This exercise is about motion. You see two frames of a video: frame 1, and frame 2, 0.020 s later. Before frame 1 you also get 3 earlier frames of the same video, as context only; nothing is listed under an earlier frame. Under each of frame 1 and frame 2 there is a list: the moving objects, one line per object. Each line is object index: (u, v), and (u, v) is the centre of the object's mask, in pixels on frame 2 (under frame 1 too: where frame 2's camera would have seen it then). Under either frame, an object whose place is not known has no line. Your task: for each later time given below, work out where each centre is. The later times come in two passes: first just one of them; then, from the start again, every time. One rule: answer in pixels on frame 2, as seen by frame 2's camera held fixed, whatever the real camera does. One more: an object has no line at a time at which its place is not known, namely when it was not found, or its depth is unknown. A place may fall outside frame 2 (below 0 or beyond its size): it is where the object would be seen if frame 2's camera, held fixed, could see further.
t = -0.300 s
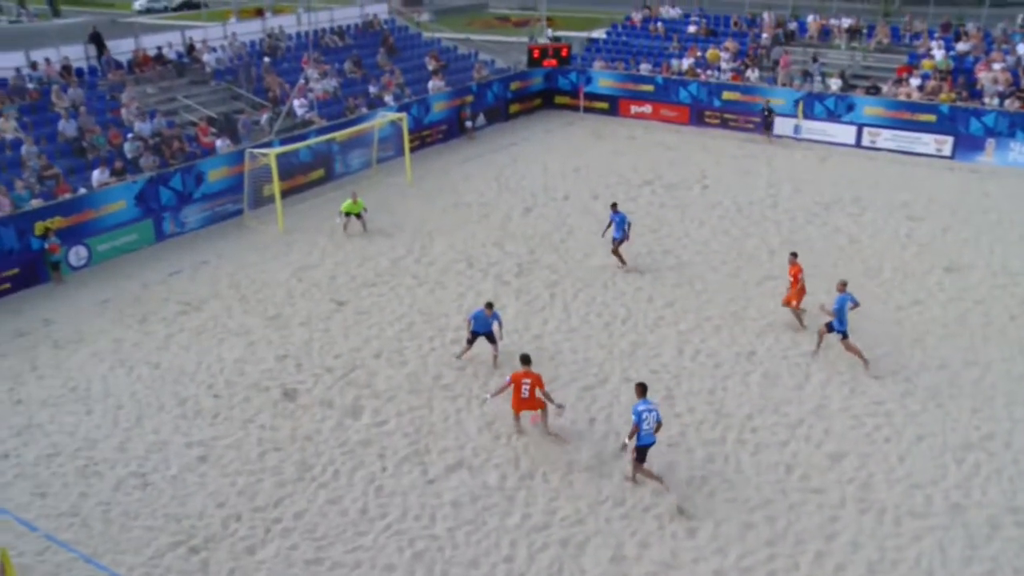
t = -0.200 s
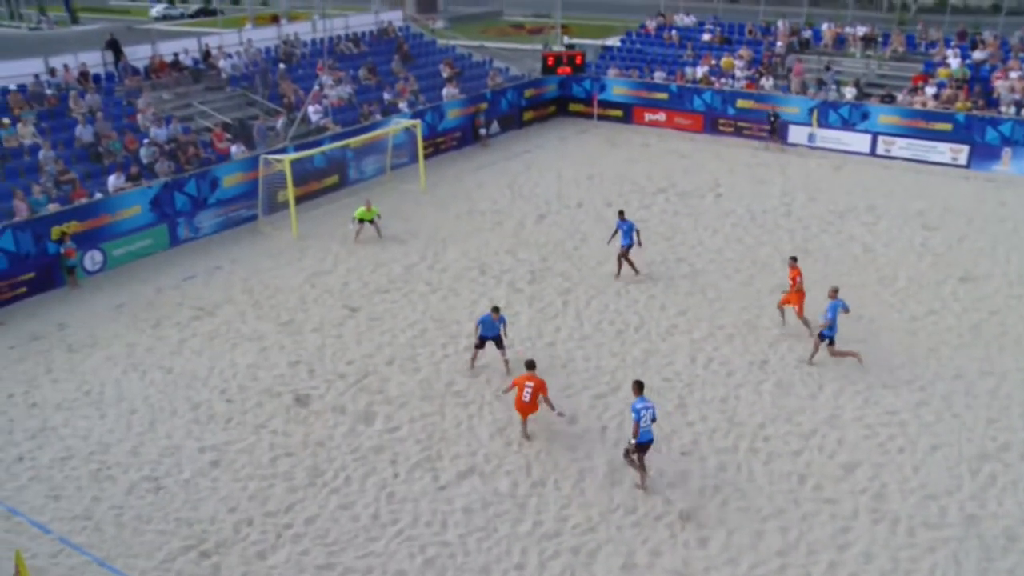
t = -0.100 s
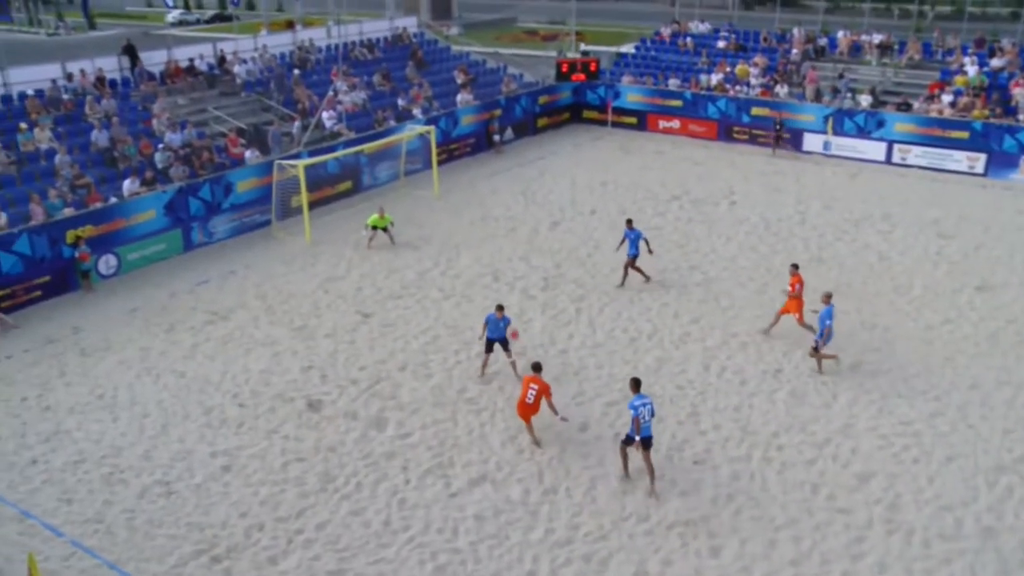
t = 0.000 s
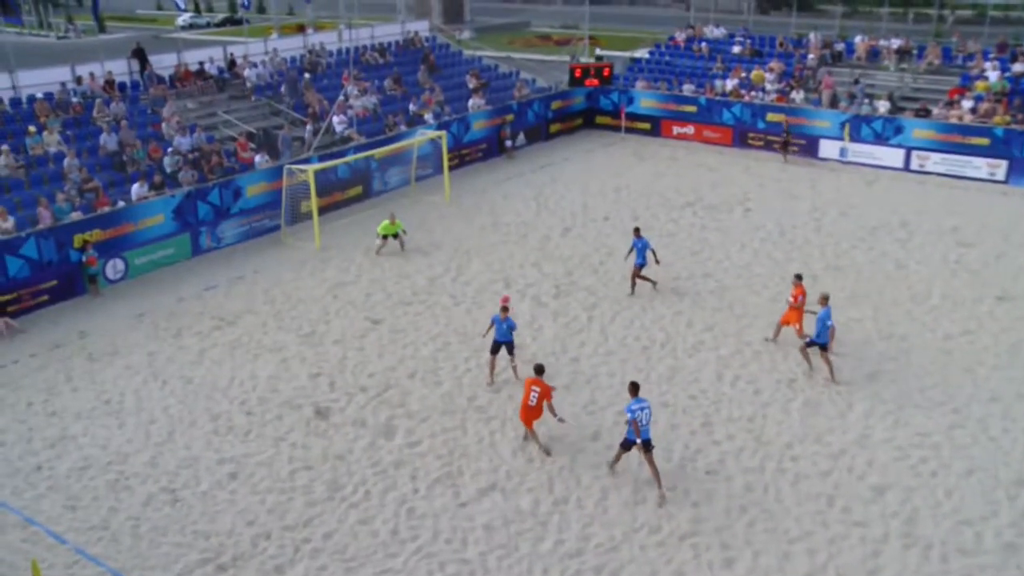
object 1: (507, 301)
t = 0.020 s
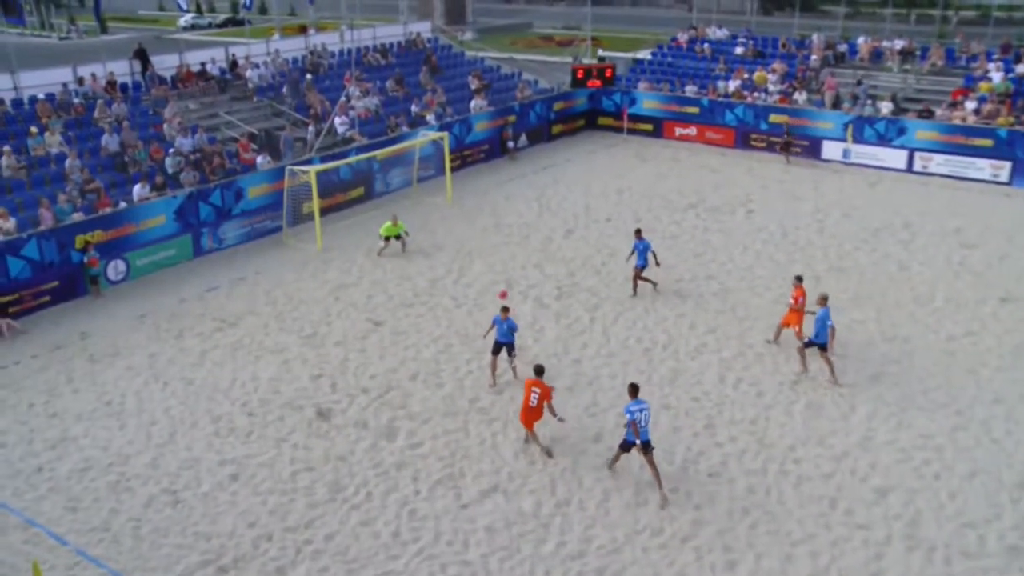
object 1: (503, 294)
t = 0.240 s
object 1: (471, 243)
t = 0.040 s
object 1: (500, 288)
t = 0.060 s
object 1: (496, 281)
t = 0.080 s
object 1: (493, 276)
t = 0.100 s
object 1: (490, 271)
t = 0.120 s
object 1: (488, 266)
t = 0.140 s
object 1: (484, 261)
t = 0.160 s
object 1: (482, 257)
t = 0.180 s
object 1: (478, 253)
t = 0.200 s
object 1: (474, 248)
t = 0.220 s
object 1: (472, 246)
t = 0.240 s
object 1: (471, 243)
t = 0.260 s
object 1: (469, 241)
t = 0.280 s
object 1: (468, 239)
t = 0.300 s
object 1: (466, 237)
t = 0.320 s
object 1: (463, 235)
